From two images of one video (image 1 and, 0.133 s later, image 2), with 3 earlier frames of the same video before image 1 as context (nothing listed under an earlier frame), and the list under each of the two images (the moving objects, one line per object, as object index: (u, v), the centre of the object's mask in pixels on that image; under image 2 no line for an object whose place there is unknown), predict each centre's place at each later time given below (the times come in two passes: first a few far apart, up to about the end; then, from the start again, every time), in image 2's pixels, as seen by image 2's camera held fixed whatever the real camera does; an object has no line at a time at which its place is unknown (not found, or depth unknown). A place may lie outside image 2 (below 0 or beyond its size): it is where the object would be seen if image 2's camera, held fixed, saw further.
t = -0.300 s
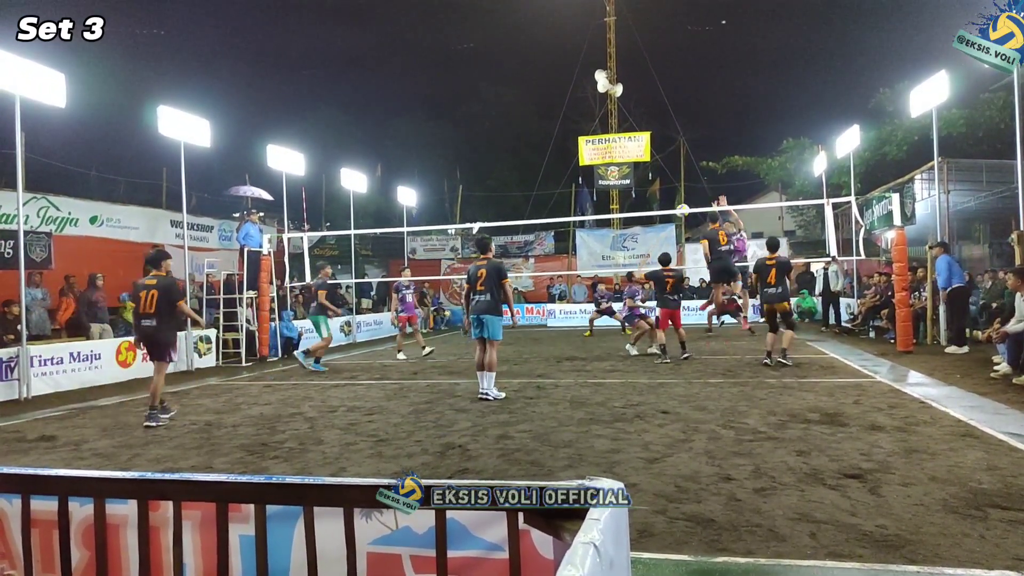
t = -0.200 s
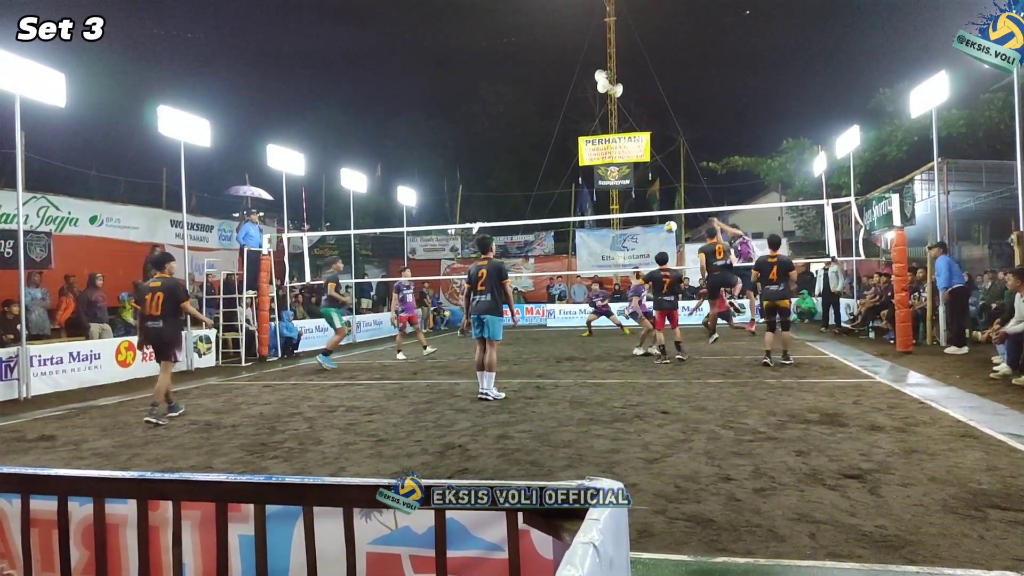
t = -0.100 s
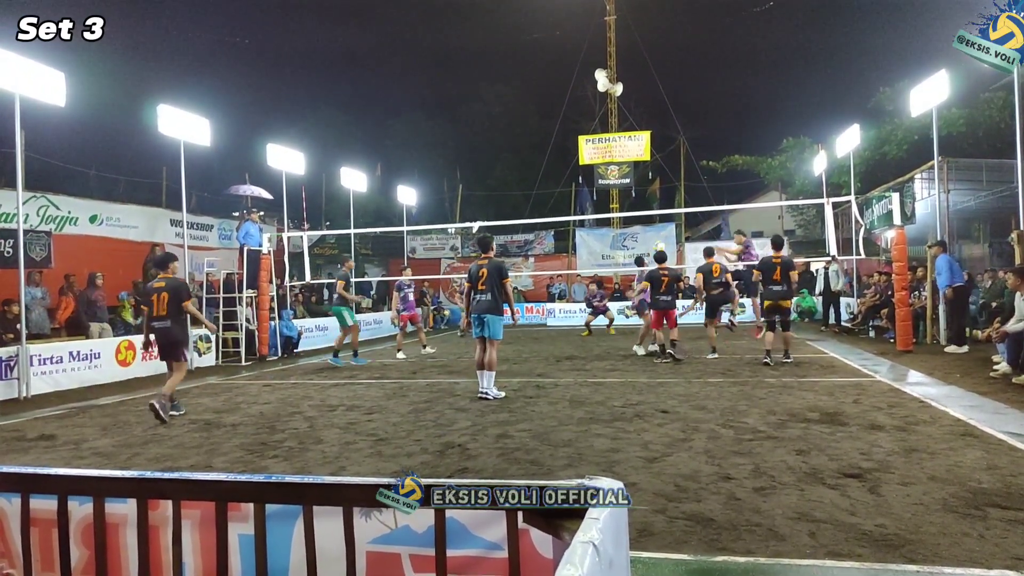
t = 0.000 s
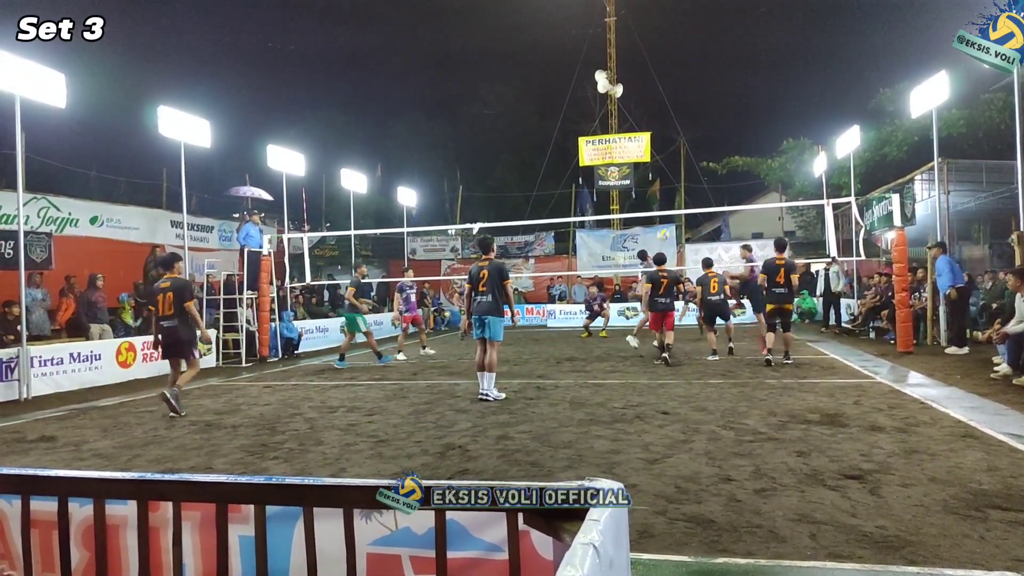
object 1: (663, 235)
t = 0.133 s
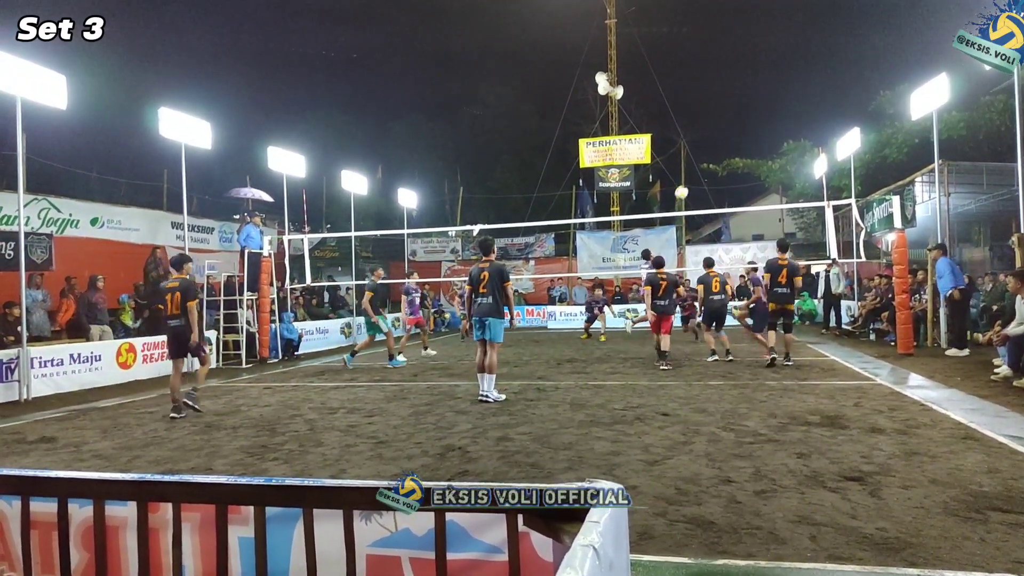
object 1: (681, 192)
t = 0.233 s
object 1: (696, 166)
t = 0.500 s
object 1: (738, 117)
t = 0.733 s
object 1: (780, 108)
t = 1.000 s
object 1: (833, 140)
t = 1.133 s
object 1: (864, 177)
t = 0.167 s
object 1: (686, 183)
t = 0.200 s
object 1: (691, 174)
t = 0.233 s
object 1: (696, 166)
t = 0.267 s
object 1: (700, 157)
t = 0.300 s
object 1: (706, 150)
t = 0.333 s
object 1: (711, 143)
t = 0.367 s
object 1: (716, 136)
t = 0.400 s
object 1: (721, 131)
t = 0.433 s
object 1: (727, 126)
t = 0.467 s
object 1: (732, 121)
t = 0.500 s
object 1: (738, 117)
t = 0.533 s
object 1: (744, 114)
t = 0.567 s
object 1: (749, 111)
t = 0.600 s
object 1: (755, 110)
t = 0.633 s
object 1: (761, 108)
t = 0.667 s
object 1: (767, 107)
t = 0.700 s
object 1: (774, 107)
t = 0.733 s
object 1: (780, 108)
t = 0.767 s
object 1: (787, 110)
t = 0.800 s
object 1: (793, 112)
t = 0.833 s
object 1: (800, 115)
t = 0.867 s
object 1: (807, 119)
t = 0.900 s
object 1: (813, 123)
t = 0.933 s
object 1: (820, 128)
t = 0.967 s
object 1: (827, 133)
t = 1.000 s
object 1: (833, 140)
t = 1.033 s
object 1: (838, 149)
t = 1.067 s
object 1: (850, 158)
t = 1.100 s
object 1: (857, 166)
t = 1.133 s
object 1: (864, 177)
